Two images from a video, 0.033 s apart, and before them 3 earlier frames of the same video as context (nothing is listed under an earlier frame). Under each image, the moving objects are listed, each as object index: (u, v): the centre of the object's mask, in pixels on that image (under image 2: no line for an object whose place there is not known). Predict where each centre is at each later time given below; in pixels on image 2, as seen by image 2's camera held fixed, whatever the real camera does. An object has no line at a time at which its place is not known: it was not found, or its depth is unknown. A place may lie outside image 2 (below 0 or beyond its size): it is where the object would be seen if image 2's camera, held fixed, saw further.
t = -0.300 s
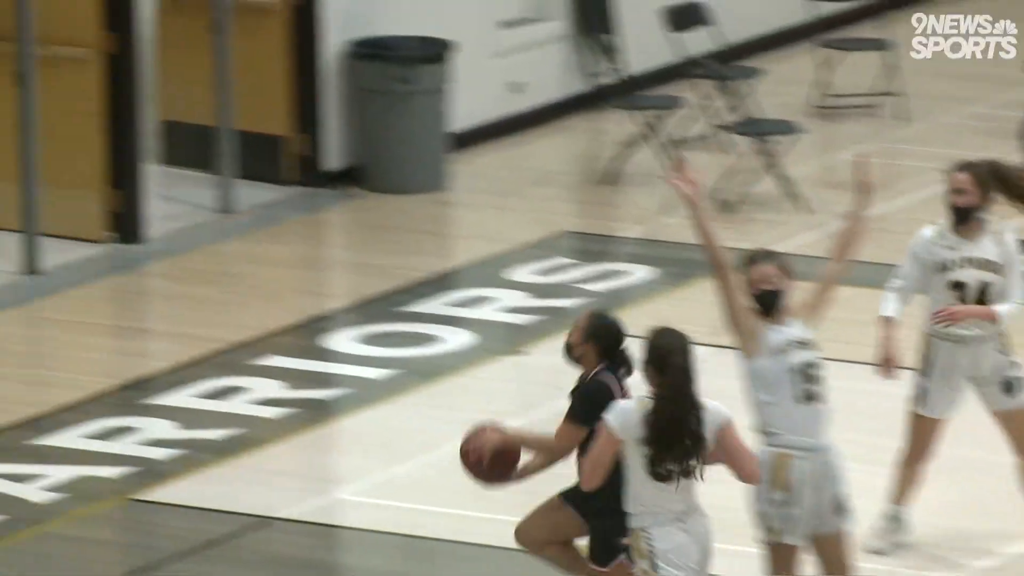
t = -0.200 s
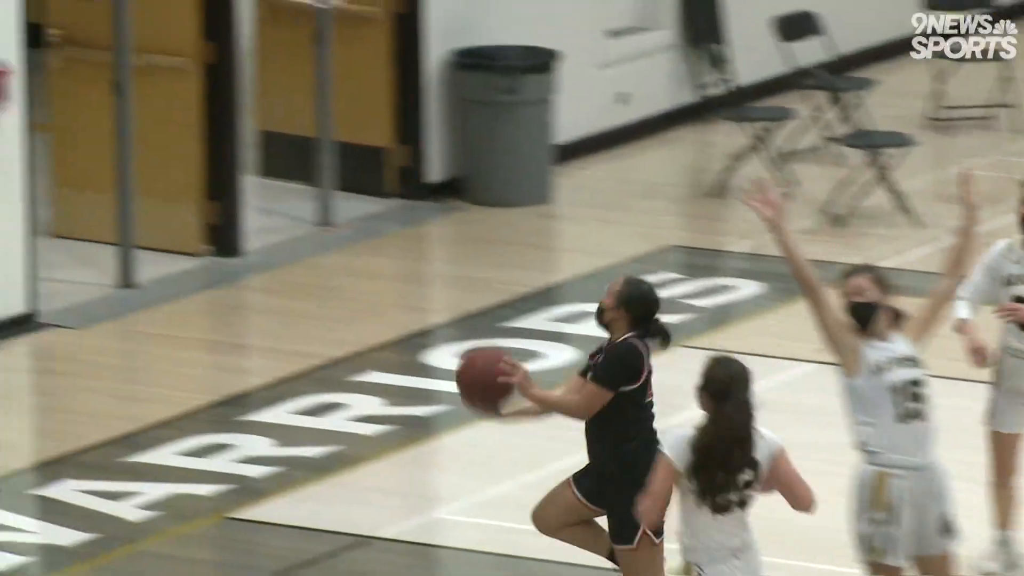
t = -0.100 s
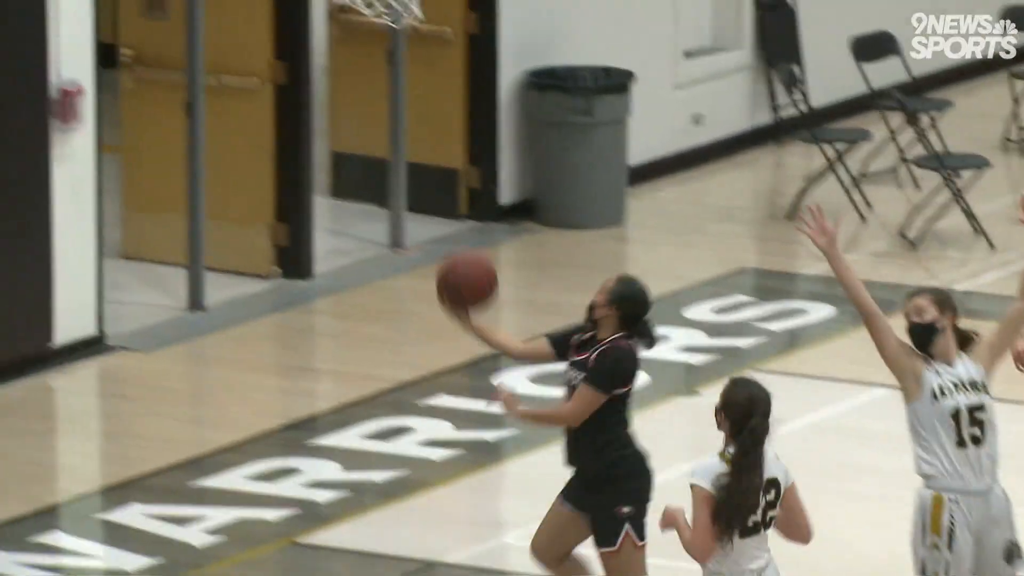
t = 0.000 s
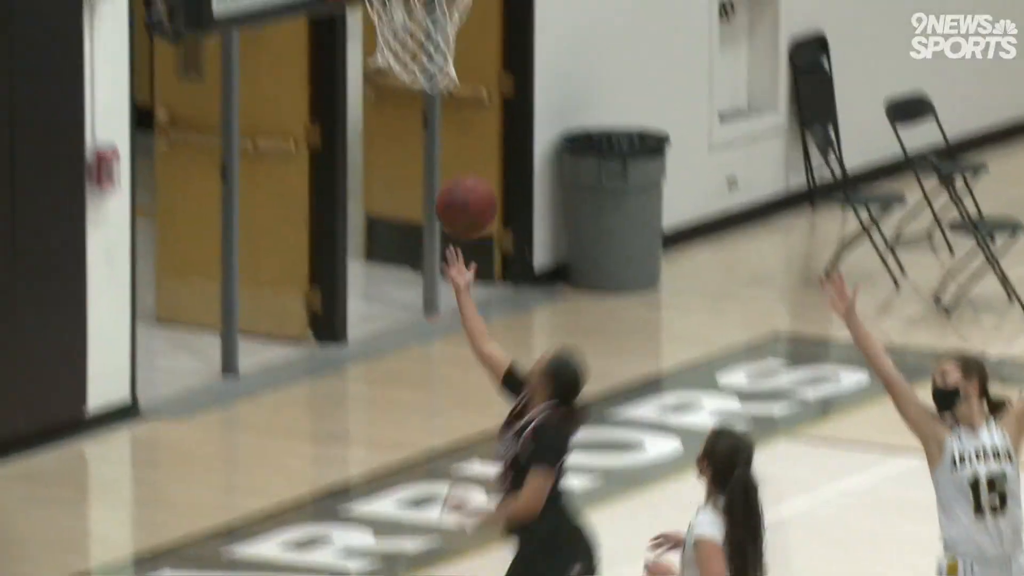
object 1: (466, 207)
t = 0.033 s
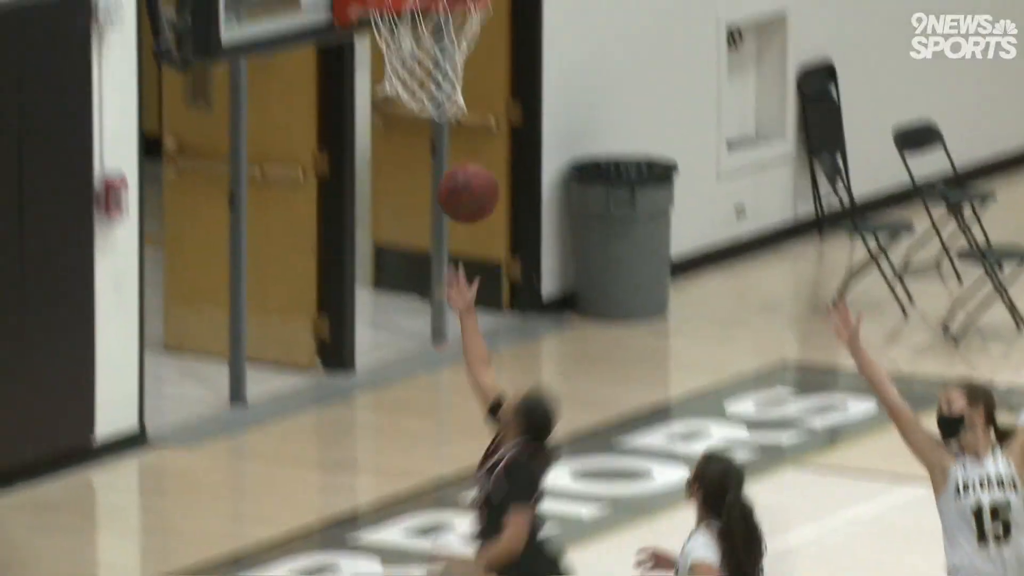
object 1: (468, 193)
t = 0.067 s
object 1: (462, 154)
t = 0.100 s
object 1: (455, 118)
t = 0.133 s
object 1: (448, 85)
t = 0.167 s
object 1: (442, 54)
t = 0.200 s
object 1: (435, 27)
